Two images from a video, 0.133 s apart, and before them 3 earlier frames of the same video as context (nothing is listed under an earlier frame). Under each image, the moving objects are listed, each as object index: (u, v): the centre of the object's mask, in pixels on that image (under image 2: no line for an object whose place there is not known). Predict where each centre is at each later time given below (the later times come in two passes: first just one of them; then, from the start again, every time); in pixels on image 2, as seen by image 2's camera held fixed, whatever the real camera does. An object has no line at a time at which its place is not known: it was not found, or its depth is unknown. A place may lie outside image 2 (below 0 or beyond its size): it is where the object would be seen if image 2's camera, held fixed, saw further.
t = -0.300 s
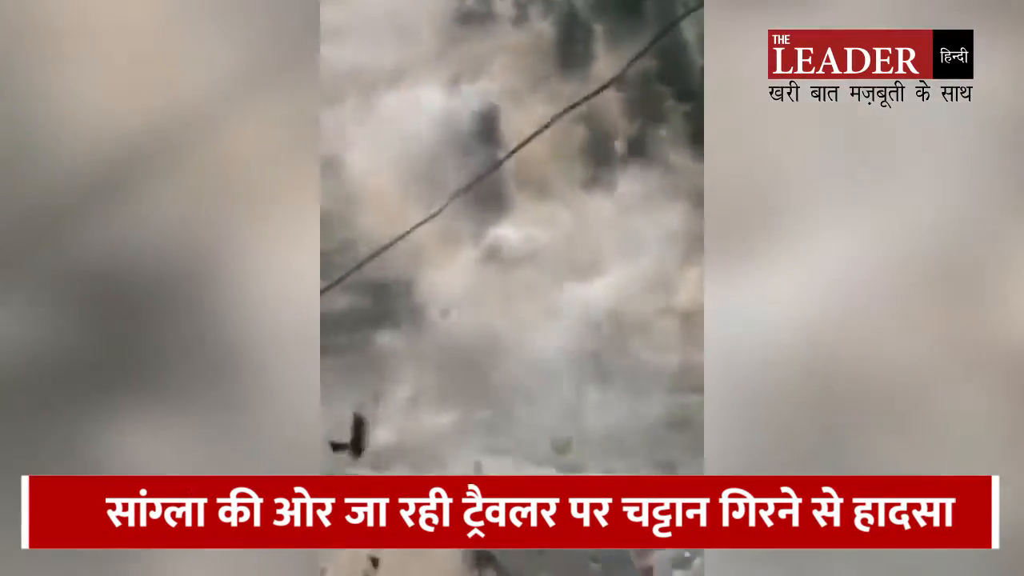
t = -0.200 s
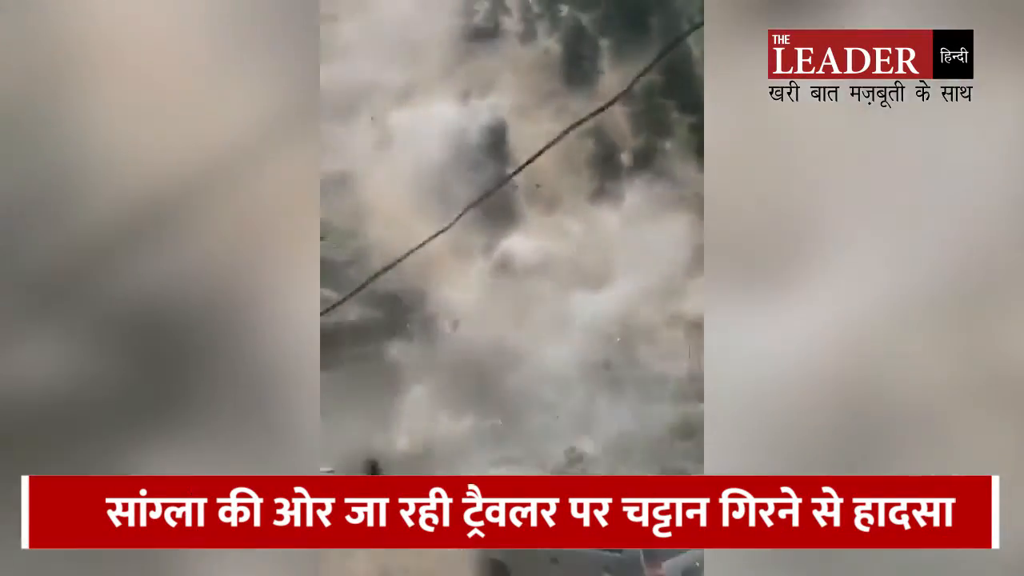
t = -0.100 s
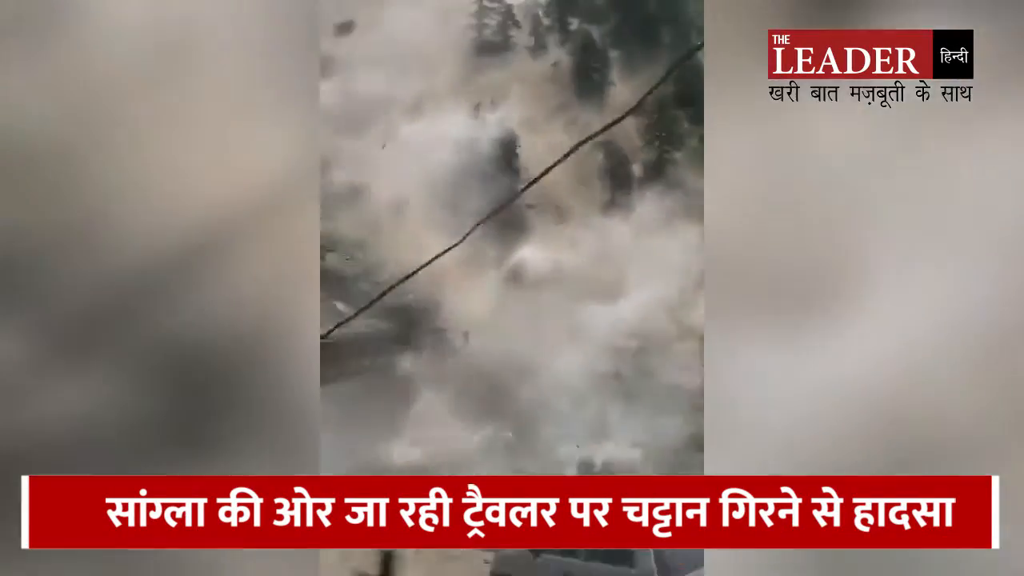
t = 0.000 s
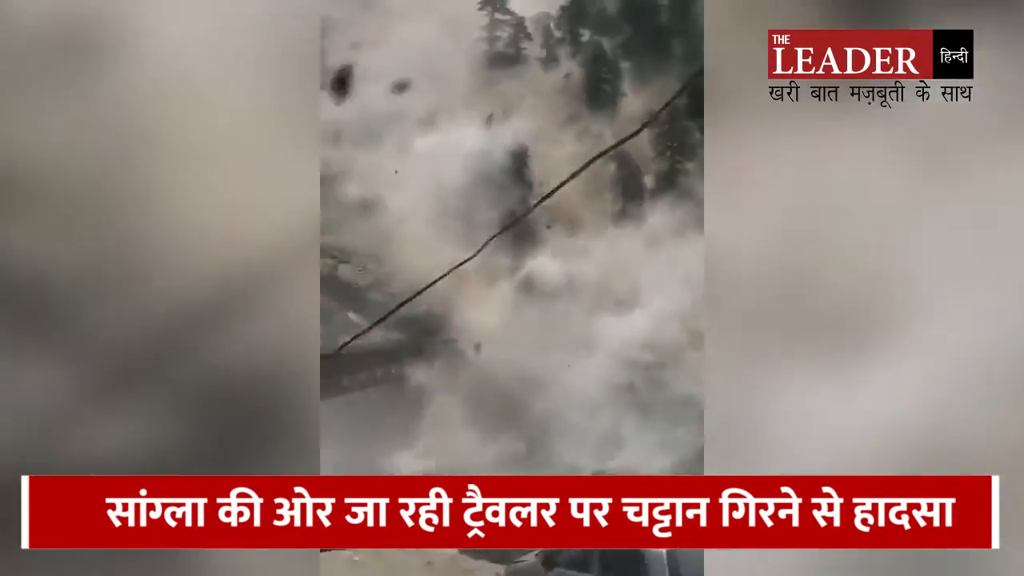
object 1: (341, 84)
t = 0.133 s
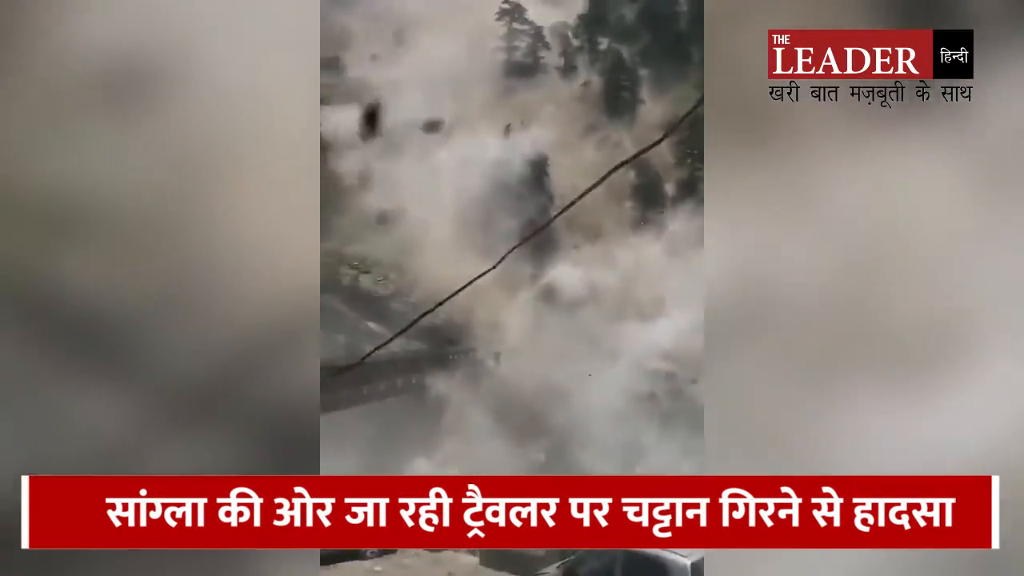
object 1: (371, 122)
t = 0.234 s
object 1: (390, 135)
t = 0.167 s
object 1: (375, 126)
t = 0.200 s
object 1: (378, 128)
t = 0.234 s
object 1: (390, 135)
